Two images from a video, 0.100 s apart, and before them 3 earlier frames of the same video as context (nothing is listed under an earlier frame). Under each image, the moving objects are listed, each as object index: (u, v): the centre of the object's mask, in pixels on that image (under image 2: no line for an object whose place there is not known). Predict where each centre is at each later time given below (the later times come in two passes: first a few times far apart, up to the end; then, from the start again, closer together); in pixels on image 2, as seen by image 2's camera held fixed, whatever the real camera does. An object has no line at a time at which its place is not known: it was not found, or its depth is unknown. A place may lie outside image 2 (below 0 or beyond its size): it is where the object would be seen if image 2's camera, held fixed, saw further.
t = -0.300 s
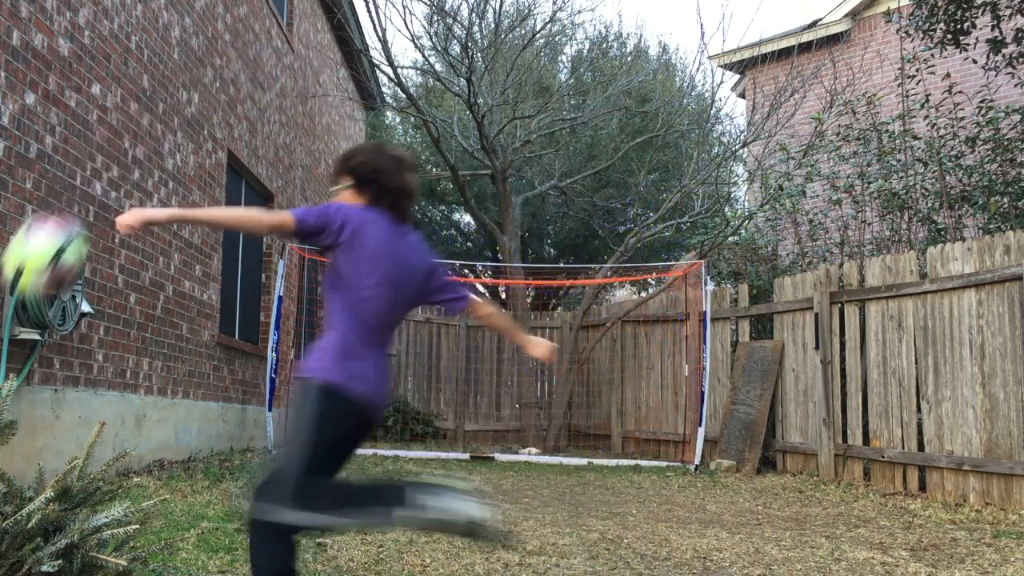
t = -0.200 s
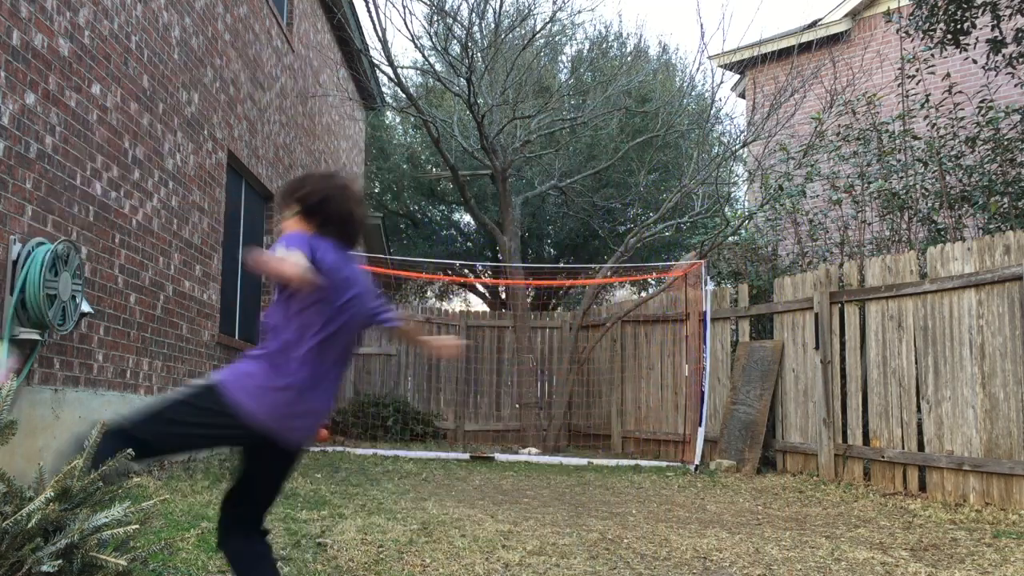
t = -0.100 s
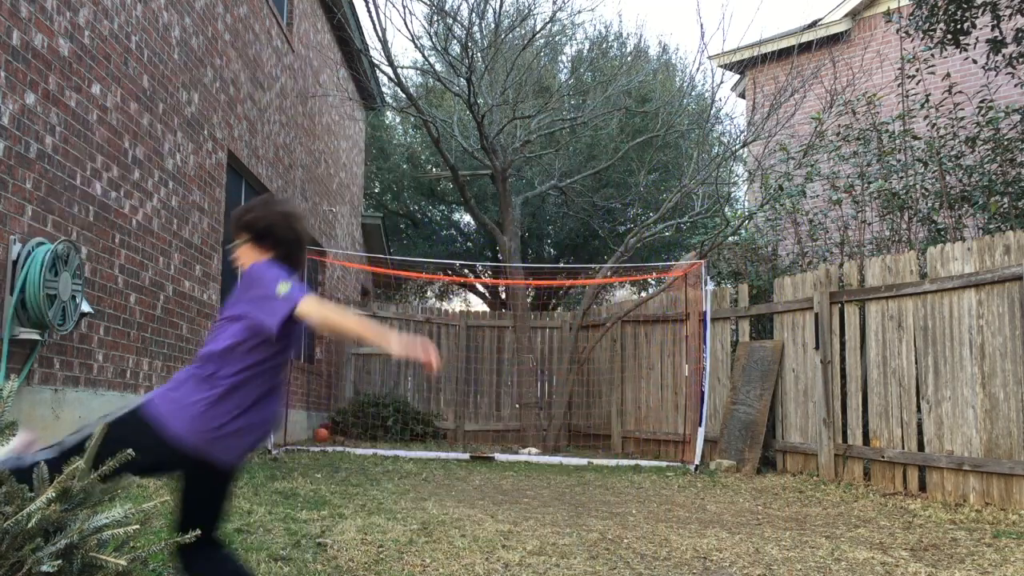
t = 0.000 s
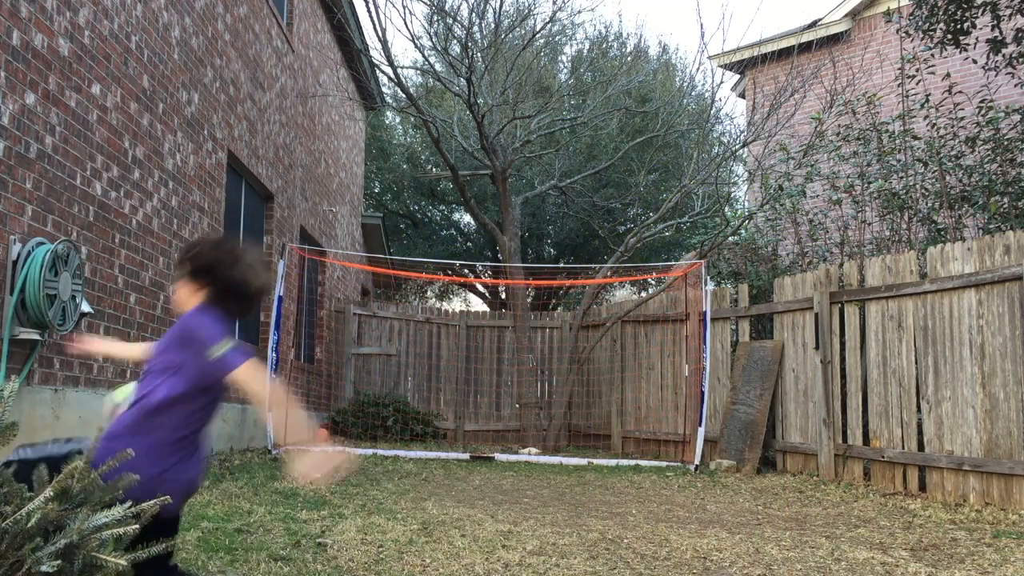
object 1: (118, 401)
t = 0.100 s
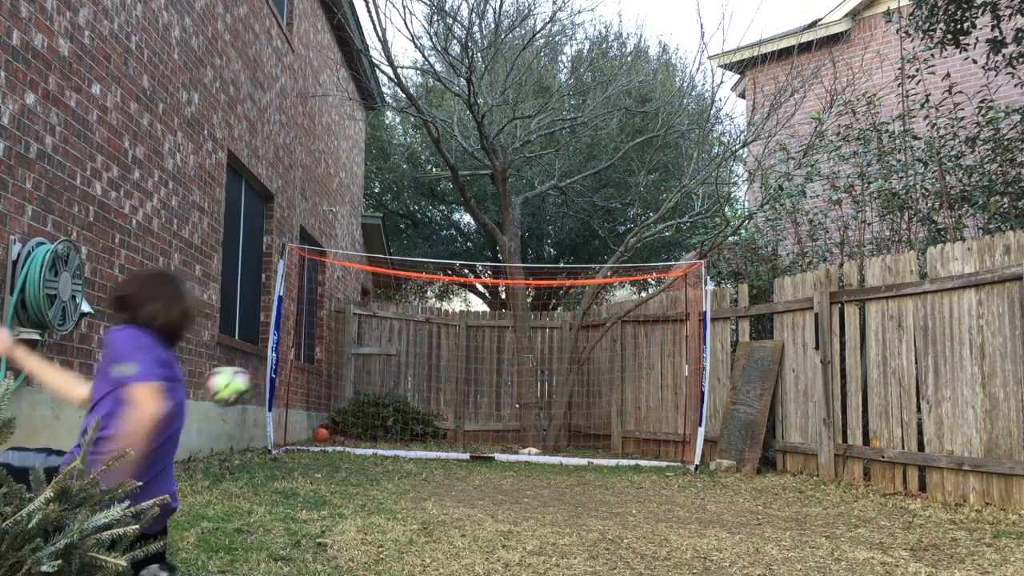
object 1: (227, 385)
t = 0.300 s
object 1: (329, 408)
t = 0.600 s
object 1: (393, 386)
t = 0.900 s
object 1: (391, 318)
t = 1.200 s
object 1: (387, 331)
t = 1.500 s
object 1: (384, 448)
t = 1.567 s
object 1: (389, 434)
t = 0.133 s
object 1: (248, 384)
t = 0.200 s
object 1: (287, 391)
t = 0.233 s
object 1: (303, 395)
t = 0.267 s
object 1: (317, 401)
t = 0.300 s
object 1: (329, 408)
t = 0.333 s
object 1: (341, 415)
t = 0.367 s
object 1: (350, 424)
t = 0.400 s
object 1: (362, 433)
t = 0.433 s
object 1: (370, 443)
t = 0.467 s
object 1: (379, 440)
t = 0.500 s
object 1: (383, 425)
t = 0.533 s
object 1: (387, 411)
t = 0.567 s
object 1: (391, 397)
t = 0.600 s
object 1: (393, 386)
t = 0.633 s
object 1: (393, 373)
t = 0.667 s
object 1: (392, 363)
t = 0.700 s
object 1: (392, 355)
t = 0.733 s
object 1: (392, 346)
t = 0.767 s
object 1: (392, 338)
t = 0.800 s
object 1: (391, 332)
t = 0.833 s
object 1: (391, 327)
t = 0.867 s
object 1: (391, 322)
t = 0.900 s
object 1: (391, 318)
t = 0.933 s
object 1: (391, 315)
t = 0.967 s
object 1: (390, 314)
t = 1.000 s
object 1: (390, 313)
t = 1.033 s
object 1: (390, 313)
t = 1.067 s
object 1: (389, 314)
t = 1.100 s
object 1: (389, 316)
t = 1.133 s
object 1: (388, 321)
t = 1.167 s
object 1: (388, 326)
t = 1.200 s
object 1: (387, 331)
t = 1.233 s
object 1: (387, 338)
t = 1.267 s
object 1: (387, 347)
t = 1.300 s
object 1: (388, 356)
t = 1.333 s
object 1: (387, 366)
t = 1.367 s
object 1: (386, 381)
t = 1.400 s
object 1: (385, 396)
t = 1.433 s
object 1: (385, 412)
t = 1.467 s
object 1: (385, 428)
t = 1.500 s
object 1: (384, 448)
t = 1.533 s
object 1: (385, 446)
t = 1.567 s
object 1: (389, 434)
